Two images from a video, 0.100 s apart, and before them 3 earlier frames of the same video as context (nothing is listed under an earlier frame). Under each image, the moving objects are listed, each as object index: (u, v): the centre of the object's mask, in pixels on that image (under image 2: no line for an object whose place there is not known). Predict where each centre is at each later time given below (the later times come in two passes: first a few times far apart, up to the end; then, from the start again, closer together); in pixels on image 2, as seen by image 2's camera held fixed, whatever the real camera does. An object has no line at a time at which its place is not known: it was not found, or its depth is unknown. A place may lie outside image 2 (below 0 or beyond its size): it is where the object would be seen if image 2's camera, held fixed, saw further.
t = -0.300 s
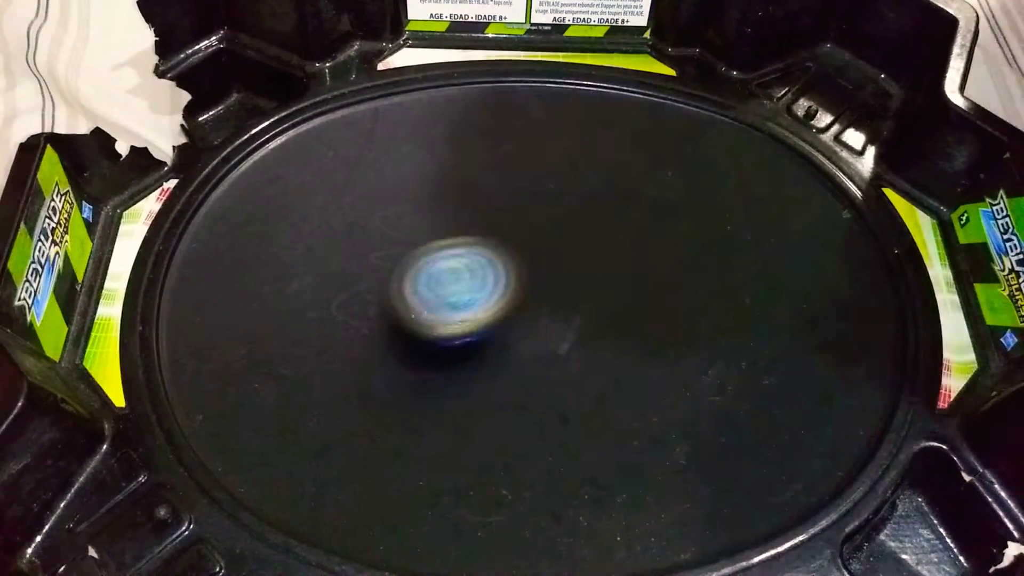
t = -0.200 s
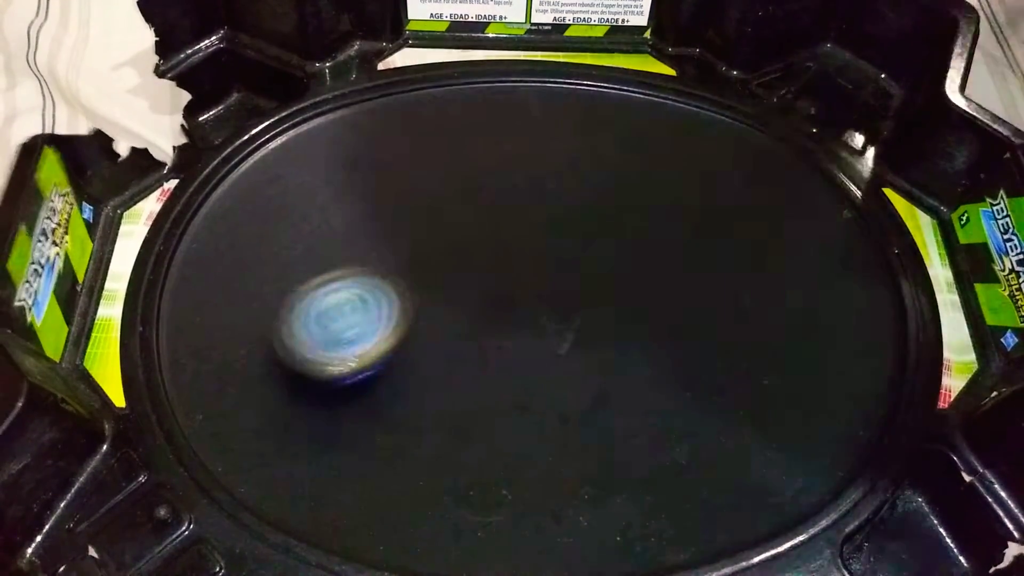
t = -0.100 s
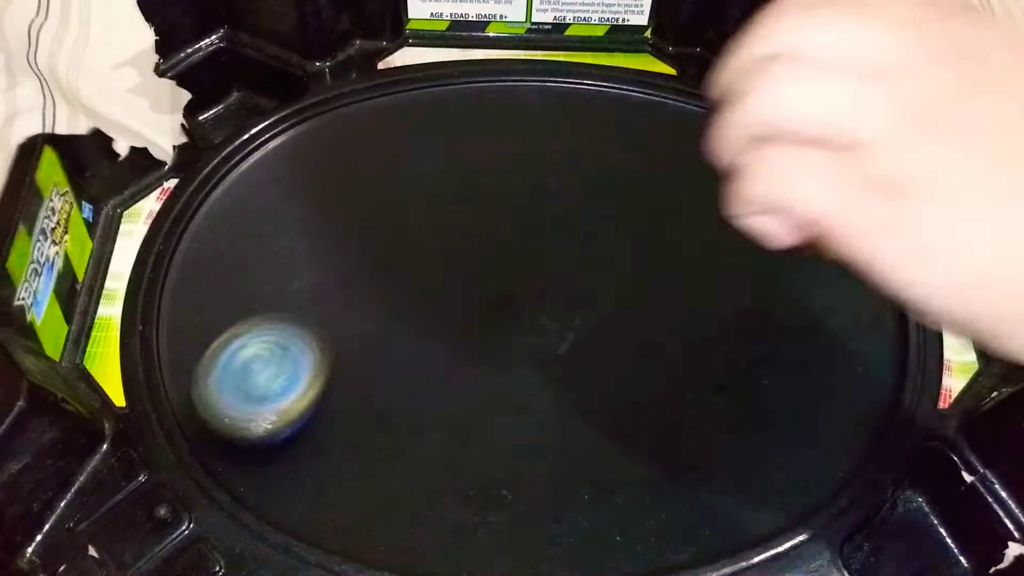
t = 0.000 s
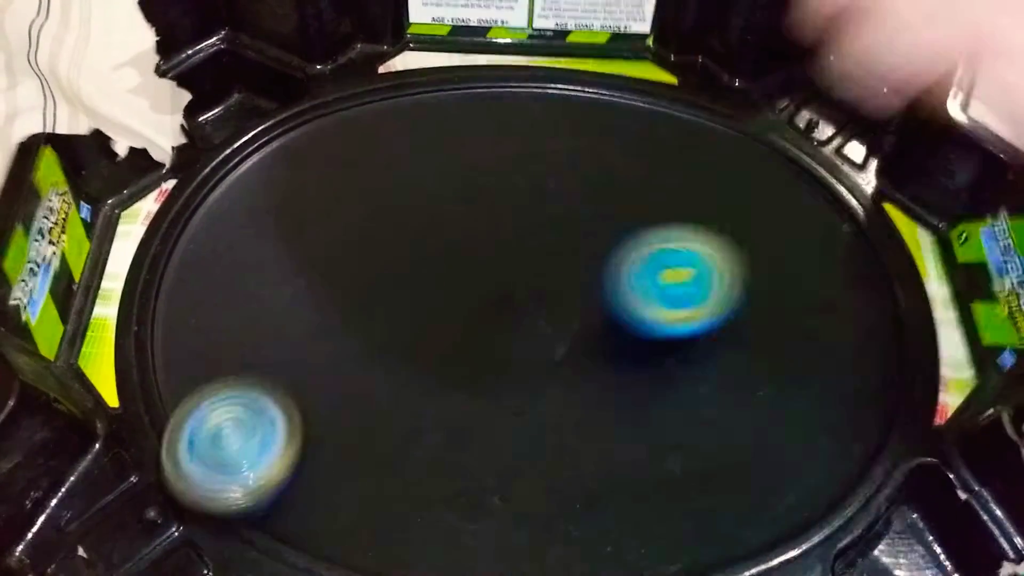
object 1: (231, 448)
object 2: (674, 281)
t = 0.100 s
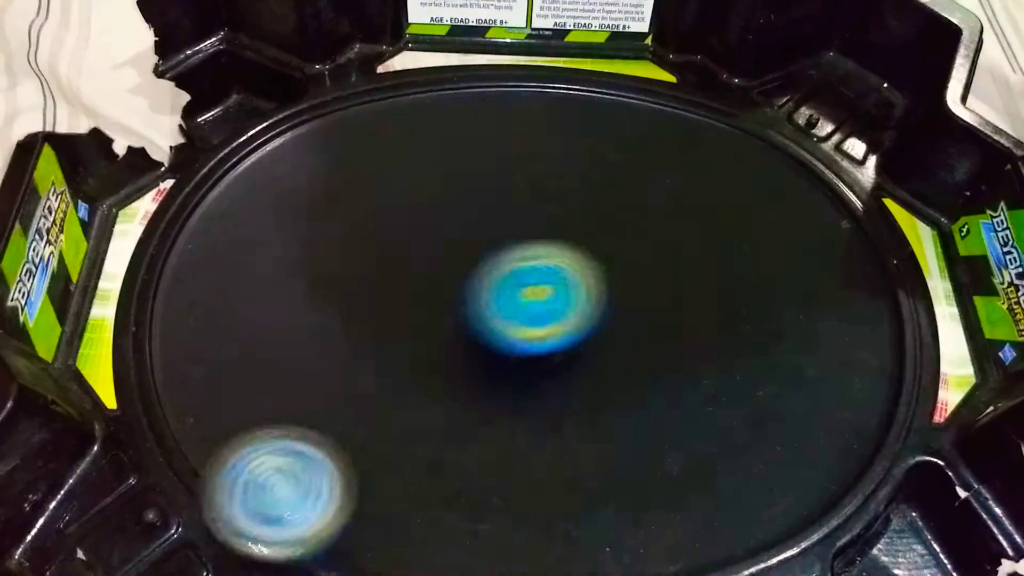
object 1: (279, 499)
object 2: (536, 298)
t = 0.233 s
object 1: (440, 506)
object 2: (389, 342)
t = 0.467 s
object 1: (650, 322)
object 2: (403, 516)
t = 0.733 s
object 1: (534, 130)
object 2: (847, 402)
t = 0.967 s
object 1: (292, 236)
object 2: (670, 82)
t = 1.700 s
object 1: (870, 189)
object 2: (861, 81)
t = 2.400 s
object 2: (325, 415)
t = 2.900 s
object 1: (699, 213)
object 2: (772, 128)
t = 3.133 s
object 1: (382, 206)
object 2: (507, 113)
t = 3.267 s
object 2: (368, 255)
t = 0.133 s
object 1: (313, 505)
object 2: (493, 306)
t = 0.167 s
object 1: (352, 508)
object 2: (453, 314)
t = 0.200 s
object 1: (395, 509)
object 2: (419, 326)
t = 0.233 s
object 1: (440, 506)
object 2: (389, 342)
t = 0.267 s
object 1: (485, 497)
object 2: (365, 362)
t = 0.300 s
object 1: (528, 480)
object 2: (347, 386)
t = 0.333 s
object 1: (569, 458)
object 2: (336, 414)
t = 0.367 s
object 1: (603, 428)
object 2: (337, 444)
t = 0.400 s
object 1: (627, 396)
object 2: (348, 475)
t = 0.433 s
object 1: (642, 358)
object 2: (370, 501)
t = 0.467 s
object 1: (650, 322)
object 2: (403, 516)
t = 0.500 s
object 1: (651, 284)
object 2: (448, 526)
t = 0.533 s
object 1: (644, 246)
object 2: (501, 532)
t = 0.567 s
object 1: (635, 215)
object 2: (564, 532)
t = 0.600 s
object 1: (622, 187)
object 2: (627, 528)
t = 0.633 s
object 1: (605, 168)
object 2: (691, 516)
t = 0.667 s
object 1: (585, 150)
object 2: (750, 491)
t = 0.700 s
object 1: (560, 137)
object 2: (805, 450)
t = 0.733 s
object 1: (534, 130)
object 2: (847, 402)
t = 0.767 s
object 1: (507, 128)
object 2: (875, 345)
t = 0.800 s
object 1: (476, 133)
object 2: (894, 287)
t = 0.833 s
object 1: (441, 143)
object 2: (888, 229)
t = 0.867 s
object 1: (406, 157)
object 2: (852, 180)
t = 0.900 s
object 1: (370, 178)
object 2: (792, 141)
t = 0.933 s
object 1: (332, 203)
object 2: (734, 109)
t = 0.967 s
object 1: (292, 236)
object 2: (670, 82)
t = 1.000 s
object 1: (252, 272)
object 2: (587, 75)
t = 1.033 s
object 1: (213, 315)
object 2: (501, 75)
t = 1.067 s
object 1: (182, 363)
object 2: (404, 80)
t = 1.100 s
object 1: (164, 409)
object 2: (309, 95)
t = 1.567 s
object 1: (846, 370)
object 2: (822, 136)
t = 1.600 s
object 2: (836, 112)
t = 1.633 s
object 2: (844, 104)
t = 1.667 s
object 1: (877, 217)
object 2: (850, 102)
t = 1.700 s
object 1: (870, 189)
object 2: (861, 81)
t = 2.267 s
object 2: (369, 237)
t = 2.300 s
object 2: (340, 285)
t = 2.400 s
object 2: (325, 415)
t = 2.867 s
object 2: (798, 138)
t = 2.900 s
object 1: (699, 213)
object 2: (772, 128)
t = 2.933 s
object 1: (665, 193)
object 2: (749, 113)
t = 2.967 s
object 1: (623, 181)
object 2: (720, 106)
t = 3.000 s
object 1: (577, 173)
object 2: (687, 99)
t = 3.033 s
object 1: (528, 172)
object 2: (651, 94)
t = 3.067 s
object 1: (477, 178)
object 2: (607, 92)
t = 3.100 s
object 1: (428, 189)
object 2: (558, 97)
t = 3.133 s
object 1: (382, 206)
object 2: (507, 113)
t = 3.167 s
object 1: (338, 230)
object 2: (458, 137)
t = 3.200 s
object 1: (299, 261)
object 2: (412, 172)
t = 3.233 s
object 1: (250, 306)
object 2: (373, 215)
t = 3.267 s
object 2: (368, 255)
